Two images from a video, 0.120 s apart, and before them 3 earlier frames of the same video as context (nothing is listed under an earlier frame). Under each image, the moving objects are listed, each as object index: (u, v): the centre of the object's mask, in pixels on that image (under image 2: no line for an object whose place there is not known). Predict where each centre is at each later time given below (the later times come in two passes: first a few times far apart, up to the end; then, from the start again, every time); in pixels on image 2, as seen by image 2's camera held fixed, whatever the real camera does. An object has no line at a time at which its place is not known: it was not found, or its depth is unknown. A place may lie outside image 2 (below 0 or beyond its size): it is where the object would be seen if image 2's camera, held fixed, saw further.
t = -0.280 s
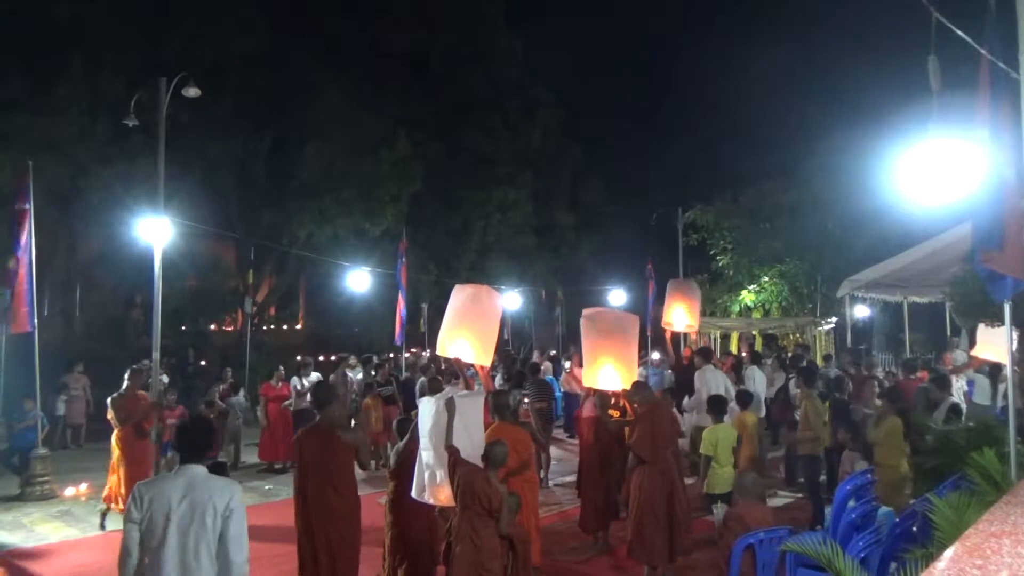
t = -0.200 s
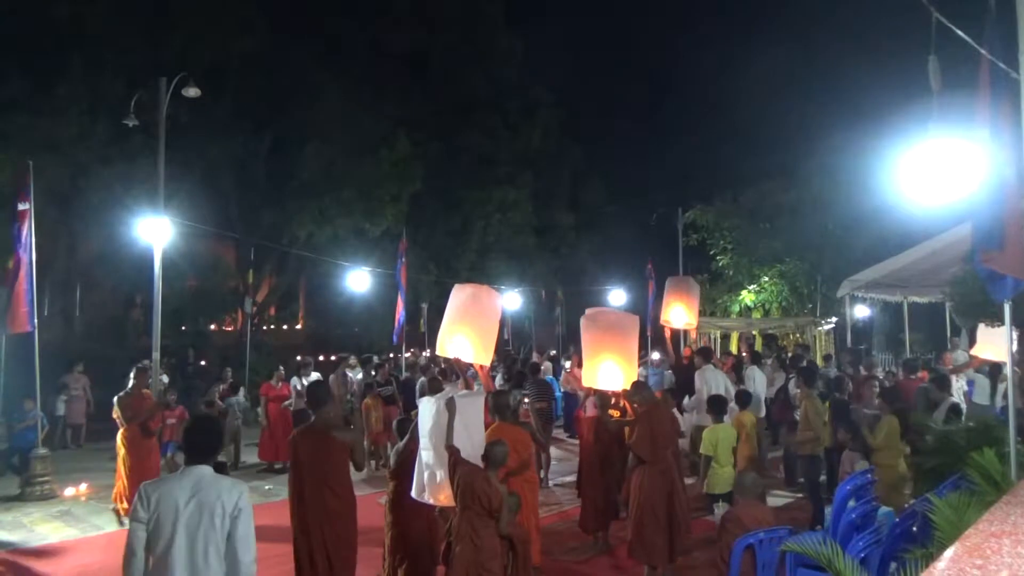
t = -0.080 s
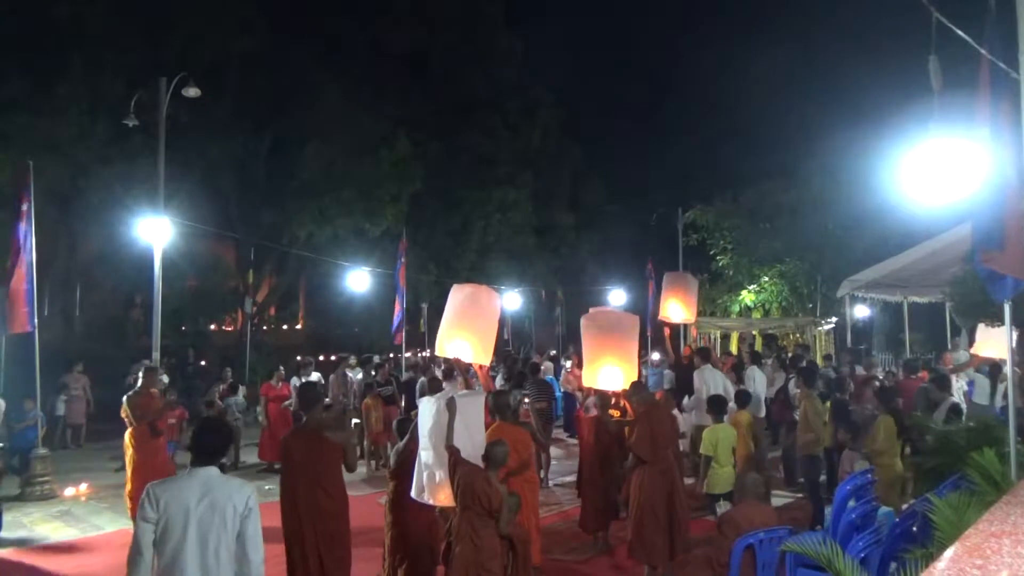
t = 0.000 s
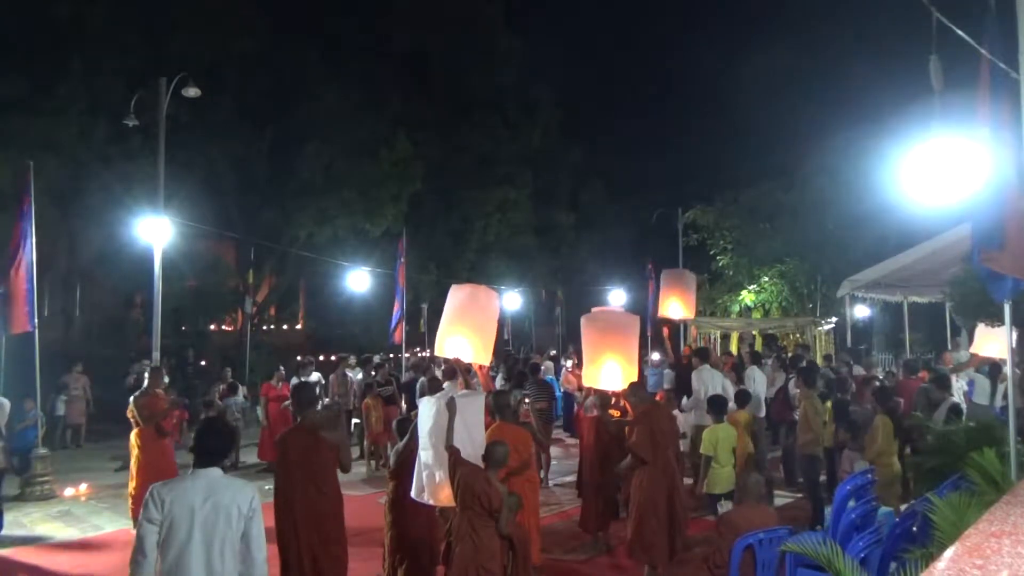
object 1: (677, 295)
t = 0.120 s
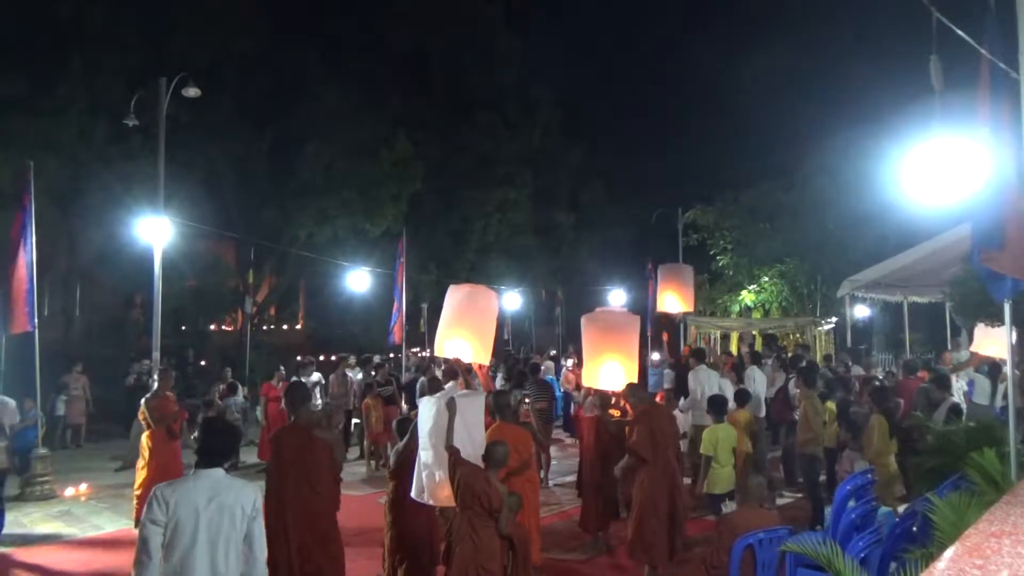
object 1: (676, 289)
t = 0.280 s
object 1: (672, 281)
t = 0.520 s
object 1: (667, 267)
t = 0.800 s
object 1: (661, 250)
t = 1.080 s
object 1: (655, 232)
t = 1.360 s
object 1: (647, 213)
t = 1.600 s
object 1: (640, 195)
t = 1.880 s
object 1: (629, 173)
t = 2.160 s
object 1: (614, 150)
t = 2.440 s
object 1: (594, 126)
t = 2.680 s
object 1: (574, 104)
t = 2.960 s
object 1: (550, 78)
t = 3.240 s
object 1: (525, 50)
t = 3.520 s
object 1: (500, 25)
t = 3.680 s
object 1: (485, 17)
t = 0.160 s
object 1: (675, 287)
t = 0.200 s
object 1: (674, 285)
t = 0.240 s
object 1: (673, 283)
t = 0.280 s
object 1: (672, 281)
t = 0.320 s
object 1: (671, 279)
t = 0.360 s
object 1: (670, 276)
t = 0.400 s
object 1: (670, 274)
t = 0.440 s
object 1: (669, 272)
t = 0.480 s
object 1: (668, 270)
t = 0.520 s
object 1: (667, 267)
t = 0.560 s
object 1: (666, 265)
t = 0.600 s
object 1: (665, 263)
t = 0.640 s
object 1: (665, 260)
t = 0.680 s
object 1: (664, 257)
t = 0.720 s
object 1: (663, 255)
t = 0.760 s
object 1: (662, 252)
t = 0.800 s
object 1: (661, 250)
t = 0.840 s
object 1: (660, 248)
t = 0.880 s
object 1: (659, 245)
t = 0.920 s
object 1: (658, 243)
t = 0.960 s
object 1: (657, 240)
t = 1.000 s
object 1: (657, 238)
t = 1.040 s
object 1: (655, 235)
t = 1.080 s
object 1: (655, 232)
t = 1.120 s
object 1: (654, 230)
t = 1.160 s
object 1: (653, 227)
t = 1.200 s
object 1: (652, 224)
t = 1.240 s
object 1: (651, 221)
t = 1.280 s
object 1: (650, 219)
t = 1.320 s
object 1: (648, 216)
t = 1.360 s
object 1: (647, 213)
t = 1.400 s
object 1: (646, 210)
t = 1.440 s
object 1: (645, 207)
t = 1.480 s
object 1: (644, 204)
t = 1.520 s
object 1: (642, 201)
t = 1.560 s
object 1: (641, 198)
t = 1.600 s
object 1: (640, 195)
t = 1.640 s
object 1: (638, 192)
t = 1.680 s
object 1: (637, 189)
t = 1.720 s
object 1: (636, 186)
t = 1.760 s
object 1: (634, 183)
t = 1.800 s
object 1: (632, 179)
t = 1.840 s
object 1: (631, 176)
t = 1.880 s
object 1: (629, 173)
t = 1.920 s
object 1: (627, 170)
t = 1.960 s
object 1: (625, 166)
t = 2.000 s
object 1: (623, 163)
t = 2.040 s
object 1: (621, 160)
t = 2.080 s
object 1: (618, 156)
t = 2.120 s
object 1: (616, 153)
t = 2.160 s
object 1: (614, 150)
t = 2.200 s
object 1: (611, 146)
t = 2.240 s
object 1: (608, 143)
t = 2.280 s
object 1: (606, 139)
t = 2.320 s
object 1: (603, 136)
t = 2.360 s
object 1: (600, 132)
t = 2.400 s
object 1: (597, 129)
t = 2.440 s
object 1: (594, 126)
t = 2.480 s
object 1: (591, 122)
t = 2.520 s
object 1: (588, 119)
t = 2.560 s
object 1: (584, 115)
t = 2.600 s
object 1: (581, 111)
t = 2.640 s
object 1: (578, 108)
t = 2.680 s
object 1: (574, 104)
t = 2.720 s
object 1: (571, 101)
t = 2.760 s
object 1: (568, 97)
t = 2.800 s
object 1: (564, 93)
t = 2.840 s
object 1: (561, 89)
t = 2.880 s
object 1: (557, 85)
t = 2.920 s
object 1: (554, 82)
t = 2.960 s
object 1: (550, 78)
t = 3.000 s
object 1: (546, 74)
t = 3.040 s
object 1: (543, 70)
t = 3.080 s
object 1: (539, 66)
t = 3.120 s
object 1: (536, 62)
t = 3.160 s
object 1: (532, 58)
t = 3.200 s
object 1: (528, 54)
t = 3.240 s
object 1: (525, 50)
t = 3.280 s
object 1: (521, 47)
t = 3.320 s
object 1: (518, 42)
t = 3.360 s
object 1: (514, 39)
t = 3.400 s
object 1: (510, 34)
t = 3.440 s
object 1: (507, 31)
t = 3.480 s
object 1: (504, 28)
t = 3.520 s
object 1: (500, 25)
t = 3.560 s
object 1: (496, 23)
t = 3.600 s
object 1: (492, 21)
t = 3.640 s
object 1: (488, 19)
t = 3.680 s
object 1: (485, 17)
